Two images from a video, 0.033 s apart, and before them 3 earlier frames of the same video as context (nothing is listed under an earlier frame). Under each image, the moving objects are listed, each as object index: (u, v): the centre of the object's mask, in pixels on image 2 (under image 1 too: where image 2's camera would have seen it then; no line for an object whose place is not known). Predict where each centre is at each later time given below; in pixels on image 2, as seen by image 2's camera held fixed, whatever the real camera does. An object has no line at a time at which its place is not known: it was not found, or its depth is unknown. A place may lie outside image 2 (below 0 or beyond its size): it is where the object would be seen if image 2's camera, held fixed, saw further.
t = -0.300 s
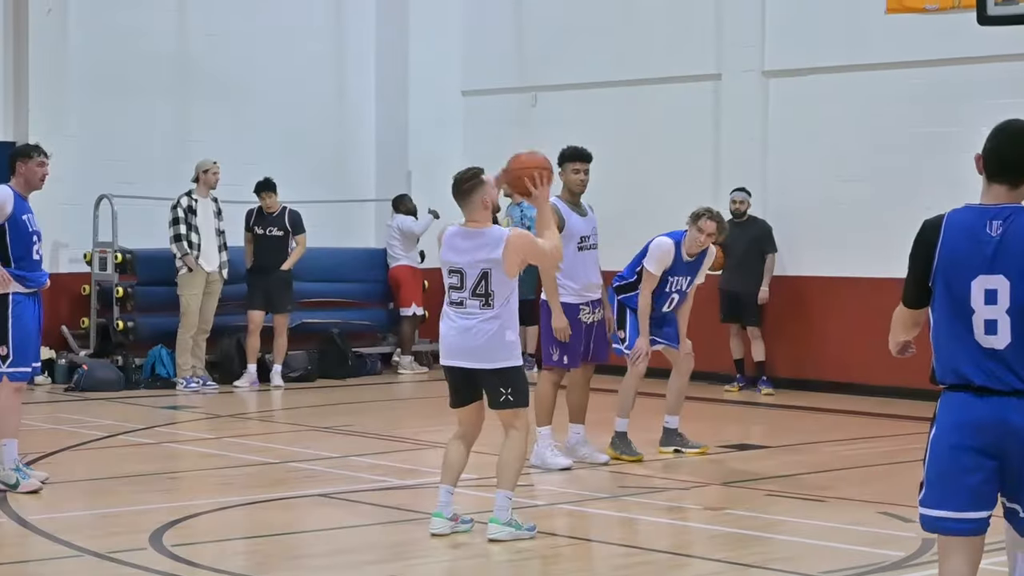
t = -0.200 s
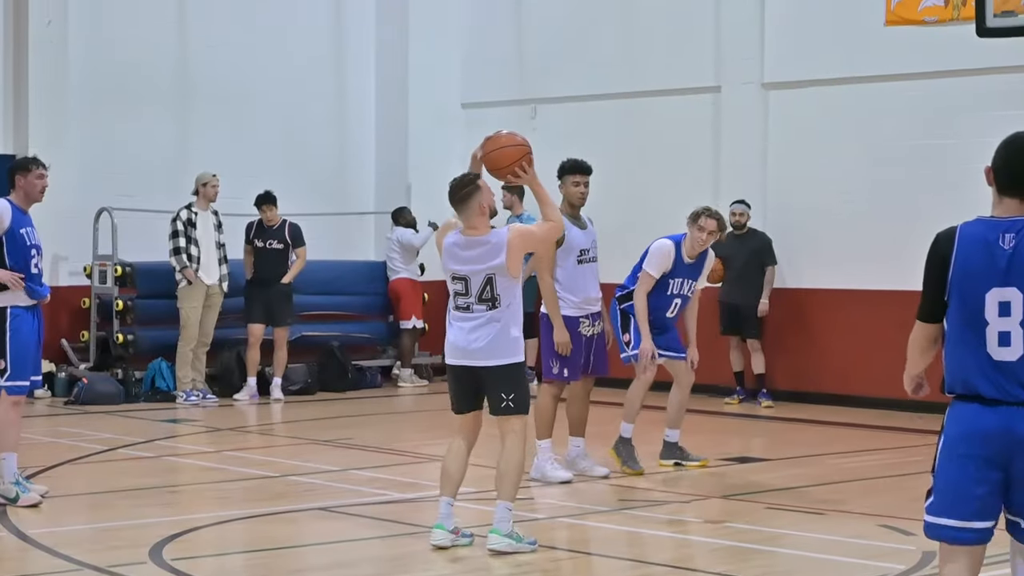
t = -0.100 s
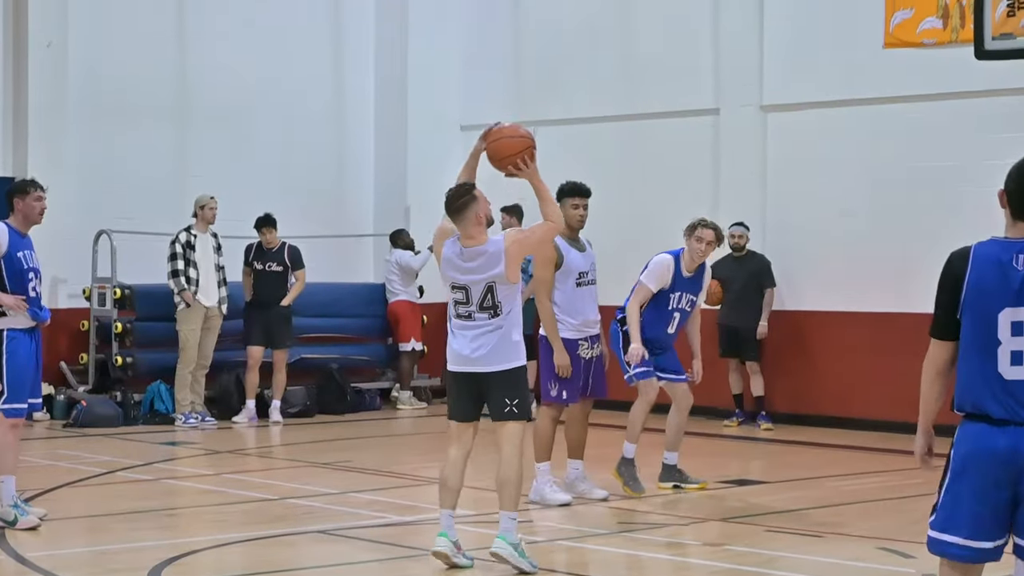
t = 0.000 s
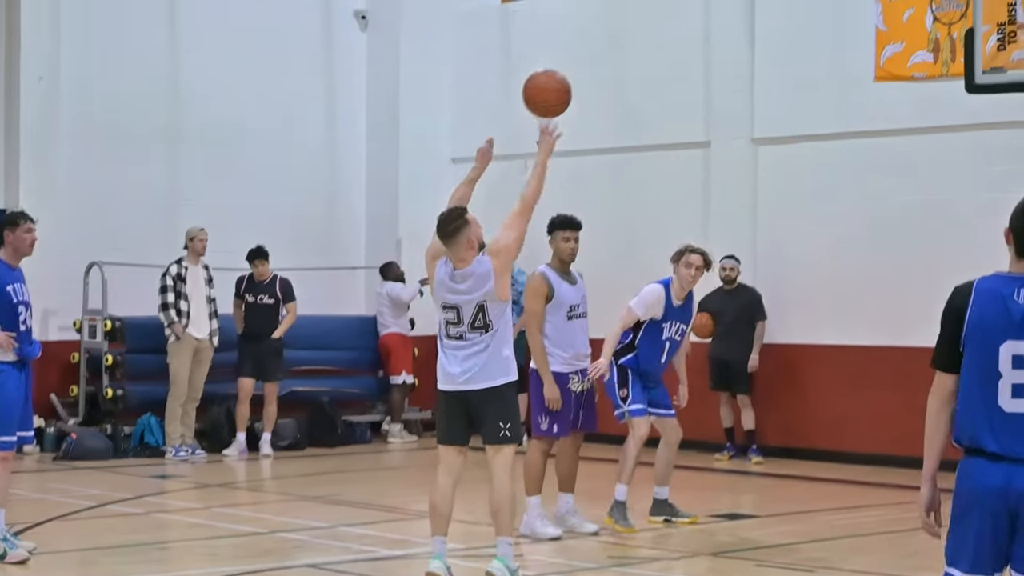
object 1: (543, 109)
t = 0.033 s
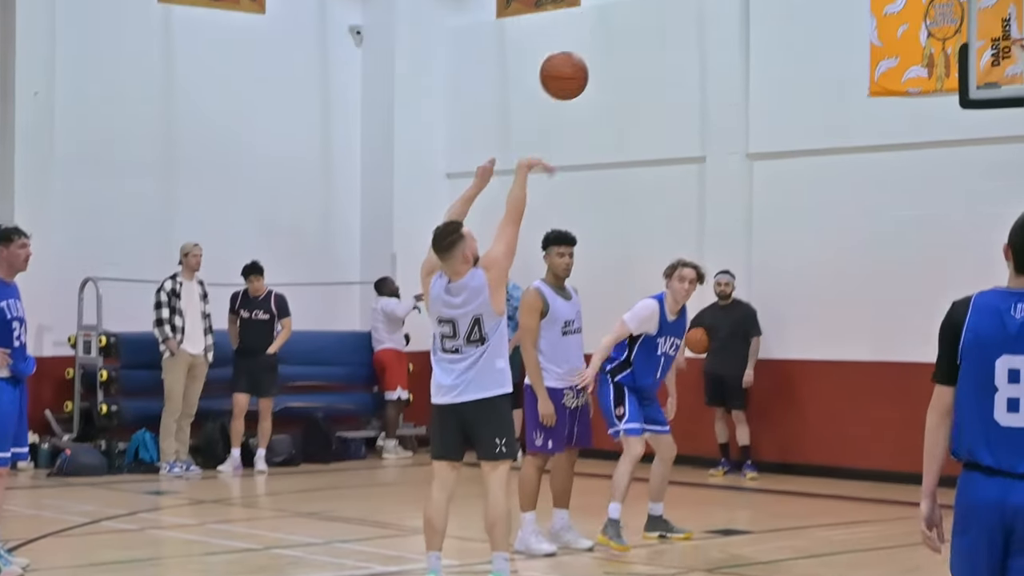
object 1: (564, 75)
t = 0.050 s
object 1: (574, 59)
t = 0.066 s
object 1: (585, 44)
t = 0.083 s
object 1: (595, 30)
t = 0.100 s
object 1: (606, 16)
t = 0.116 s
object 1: (616, 3)
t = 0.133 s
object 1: (626, -10)
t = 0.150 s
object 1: (636, -22)
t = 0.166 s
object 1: (646, -34)
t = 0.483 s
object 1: (811, -136)
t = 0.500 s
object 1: (819, -136)
